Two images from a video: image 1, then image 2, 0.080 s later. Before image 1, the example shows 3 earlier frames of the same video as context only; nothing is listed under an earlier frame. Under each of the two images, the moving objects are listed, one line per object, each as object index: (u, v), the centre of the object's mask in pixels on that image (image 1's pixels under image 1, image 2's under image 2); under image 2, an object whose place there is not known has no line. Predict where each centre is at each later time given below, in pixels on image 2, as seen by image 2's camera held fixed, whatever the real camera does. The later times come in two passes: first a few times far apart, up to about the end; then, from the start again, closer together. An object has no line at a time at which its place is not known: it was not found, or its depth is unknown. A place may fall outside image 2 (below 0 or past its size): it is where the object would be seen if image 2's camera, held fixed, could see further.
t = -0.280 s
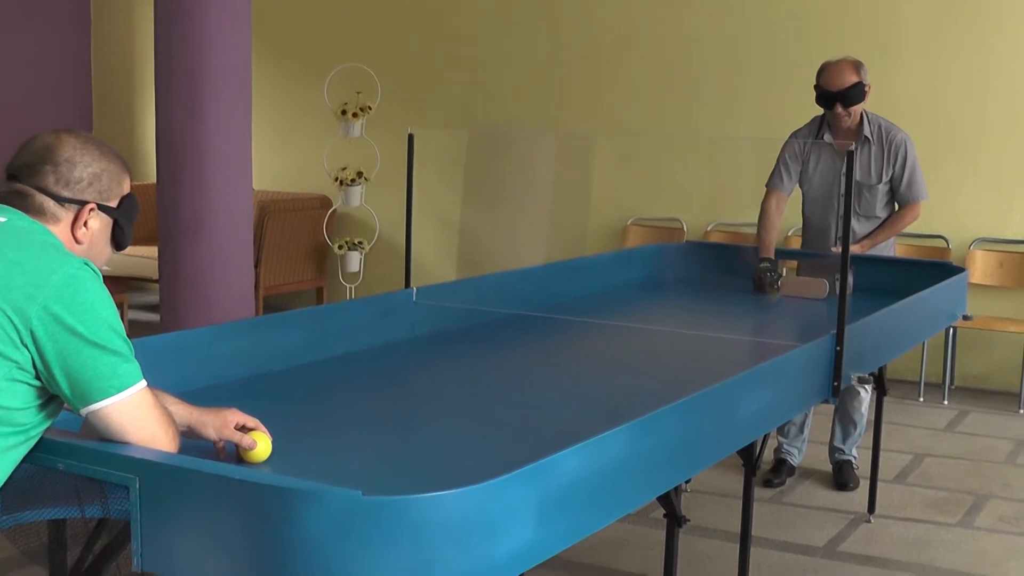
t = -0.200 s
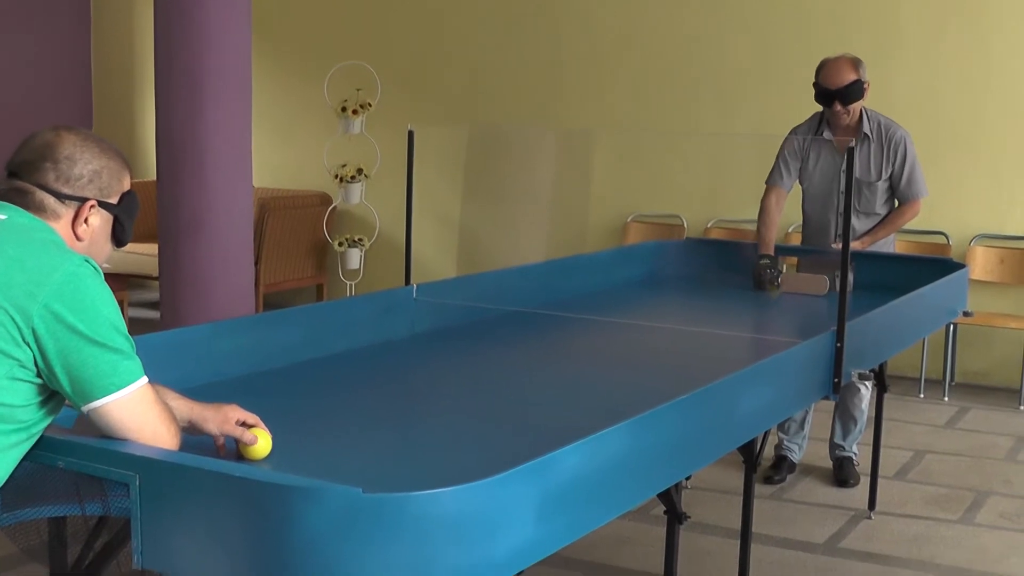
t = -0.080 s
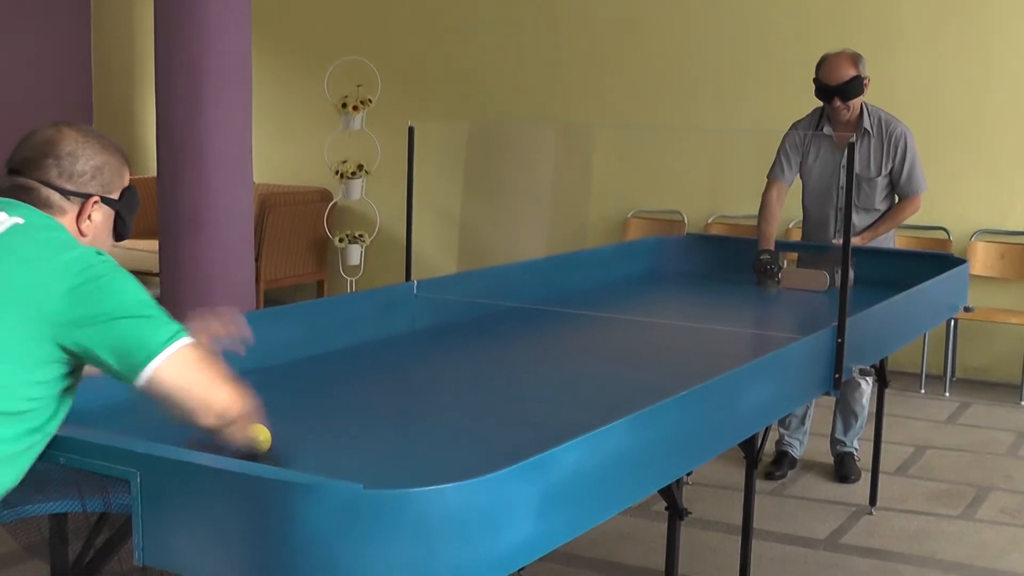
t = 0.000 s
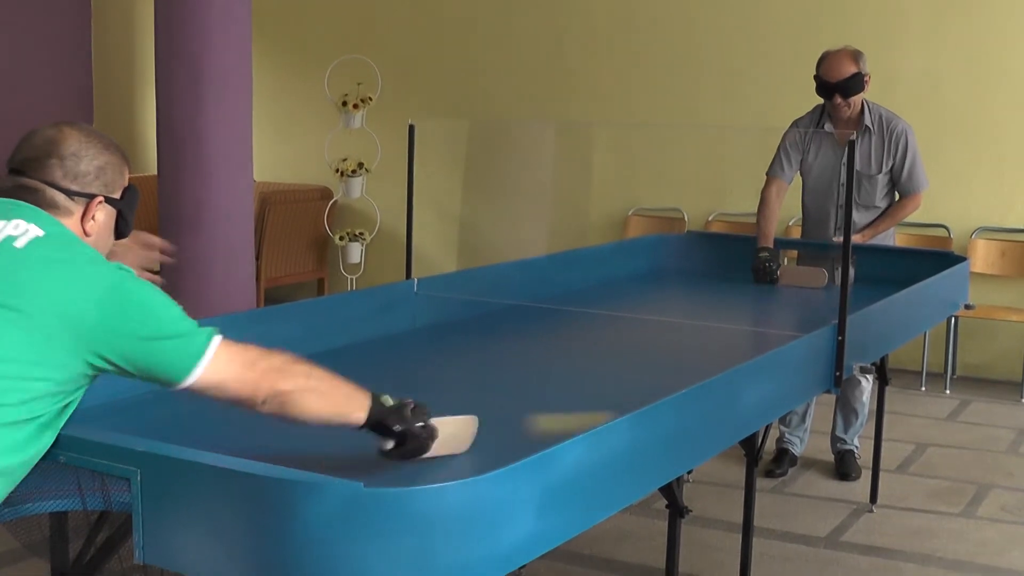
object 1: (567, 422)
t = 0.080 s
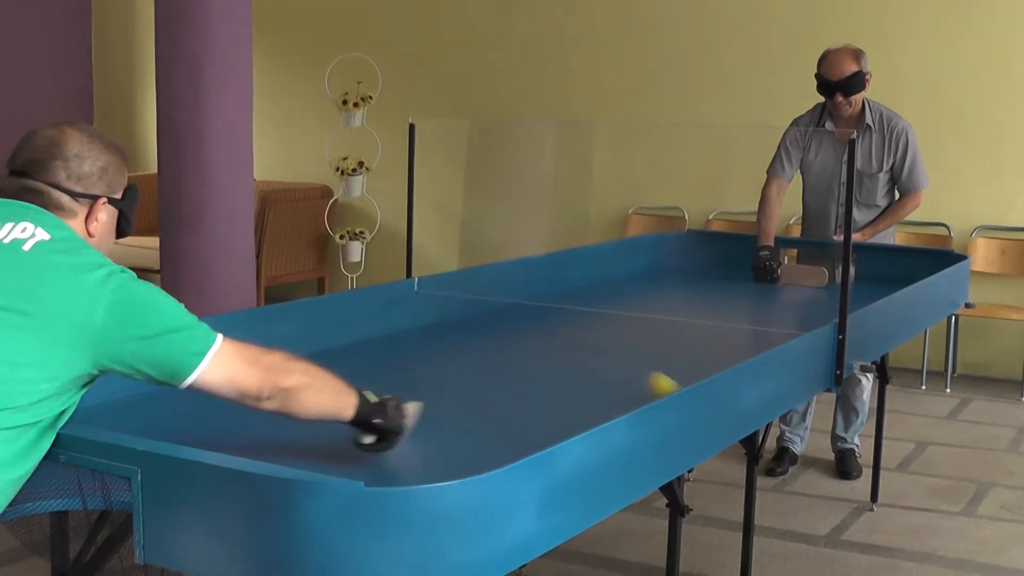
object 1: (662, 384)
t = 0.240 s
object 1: (551, 319)
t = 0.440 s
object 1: (654, 291)
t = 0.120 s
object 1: (629, 367)
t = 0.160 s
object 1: (599, 349)
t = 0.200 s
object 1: (574, 333)
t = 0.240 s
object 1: (551, 319)
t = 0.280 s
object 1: (533, 308)
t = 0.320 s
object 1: (517, 297)
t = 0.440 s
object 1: (654, 291)
